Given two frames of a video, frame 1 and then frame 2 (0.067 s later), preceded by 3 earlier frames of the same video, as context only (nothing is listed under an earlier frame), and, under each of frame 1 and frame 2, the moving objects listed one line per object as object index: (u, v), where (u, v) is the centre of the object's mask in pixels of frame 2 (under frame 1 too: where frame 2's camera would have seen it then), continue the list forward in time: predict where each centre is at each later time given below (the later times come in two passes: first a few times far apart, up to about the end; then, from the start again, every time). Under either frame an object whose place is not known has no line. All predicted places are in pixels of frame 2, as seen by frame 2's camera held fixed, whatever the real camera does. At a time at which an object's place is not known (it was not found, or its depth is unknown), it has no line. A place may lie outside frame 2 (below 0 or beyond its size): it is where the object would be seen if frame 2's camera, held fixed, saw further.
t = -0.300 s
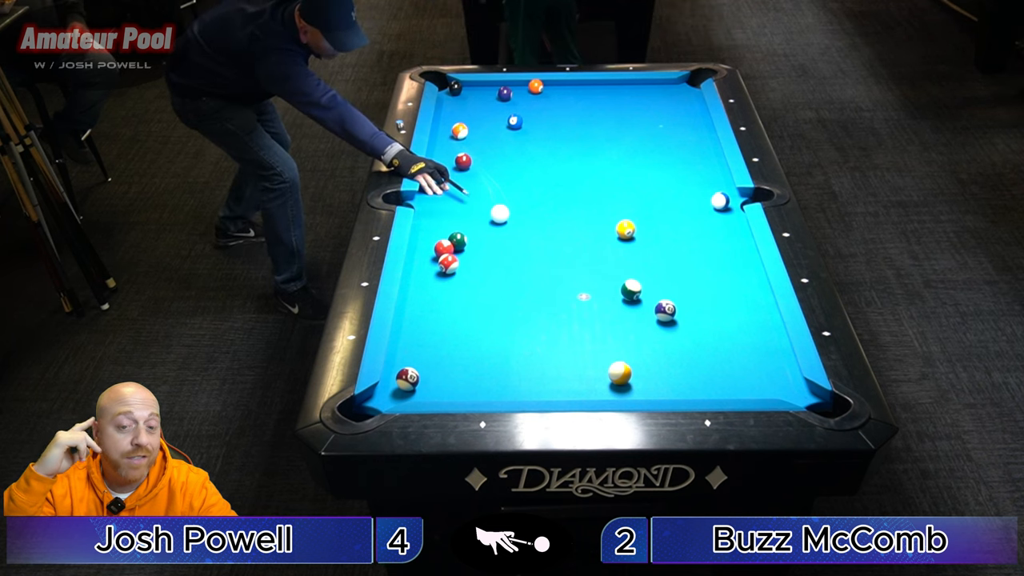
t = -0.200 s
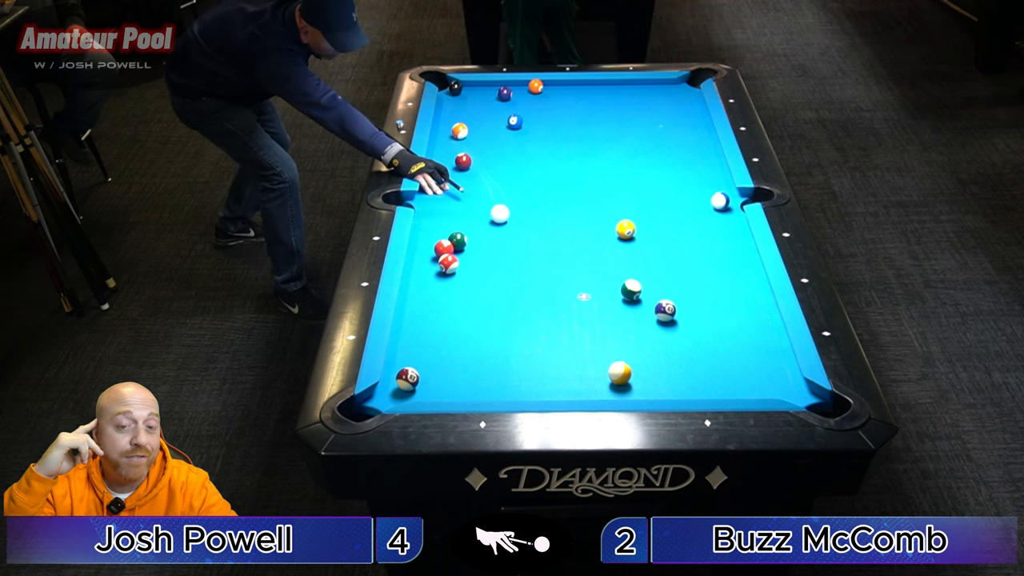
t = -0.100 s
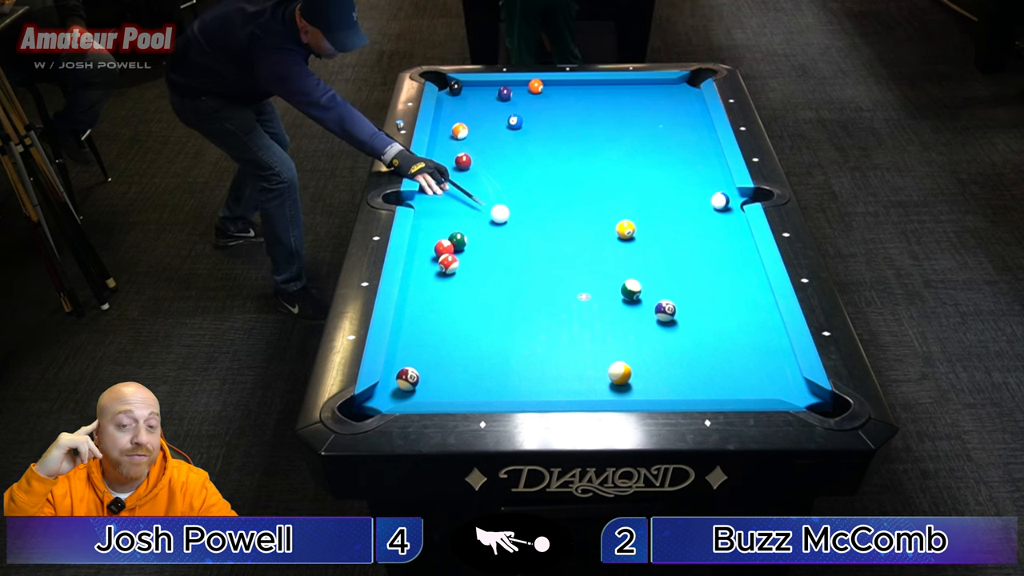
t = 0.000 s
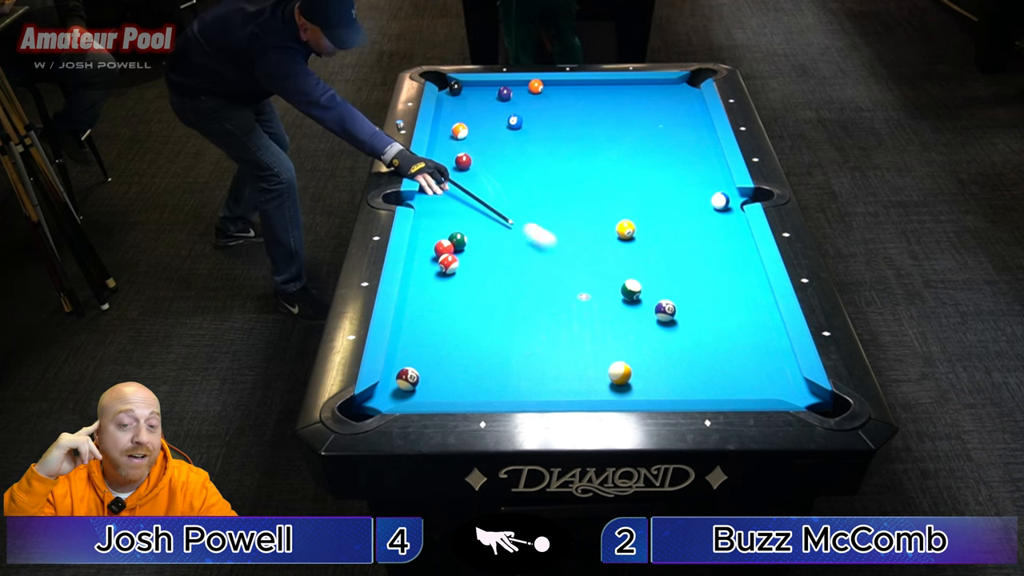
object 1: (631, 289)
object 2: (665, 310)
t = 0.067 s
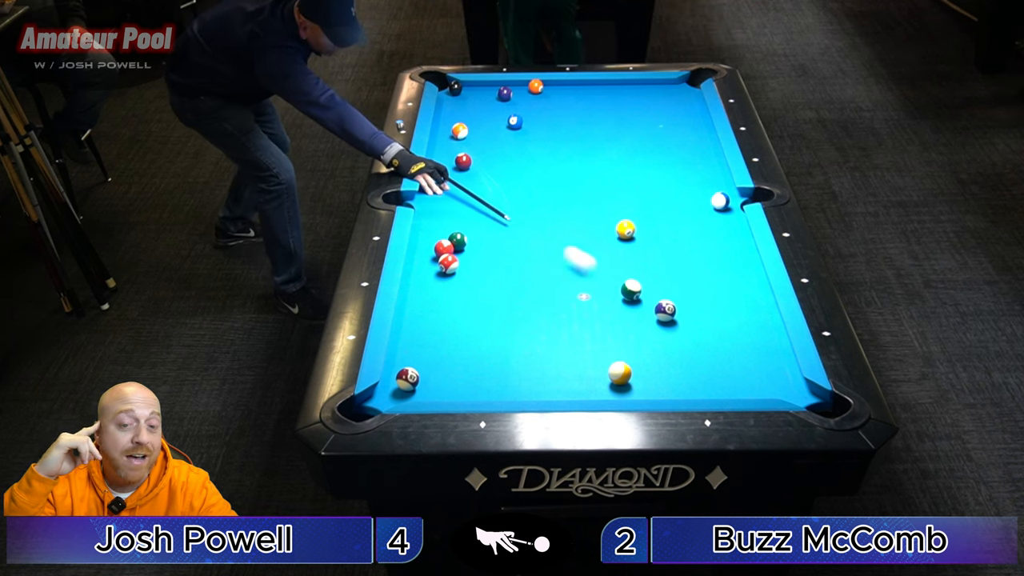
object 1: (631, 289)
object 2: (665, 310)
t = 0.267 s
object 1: (654, 302)
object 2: (729, 347)
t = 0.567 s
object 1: (662, 306)
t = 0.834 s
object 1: (667, 308)
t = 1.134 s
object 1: (671, 310)
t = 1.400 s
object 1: (673, 310)
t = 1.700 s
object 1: (673, 310)
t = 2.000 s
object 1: (673, 310)
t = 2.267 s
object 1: (673, 310)
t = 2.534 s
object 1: (673, 310)
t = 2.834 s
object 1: (672, 310)
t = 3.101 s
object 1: (672, 310)
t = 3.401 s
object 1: (672, 310)
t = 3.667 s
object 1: (673, 310)
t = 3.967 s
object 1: (672, 310)
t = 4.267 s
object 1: (673, 310)
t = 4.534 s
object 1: (672, 310)
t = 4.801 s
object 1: (673, 310)
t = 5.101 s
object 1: (672, 310)
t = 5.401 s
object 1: (672, 310)
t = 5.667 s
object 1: (673, 310)
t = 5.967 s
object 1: (673, 310)
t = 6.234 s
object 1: (672, 310)
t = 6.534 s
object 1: (672, 310)
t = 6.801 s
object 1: (672, 310)
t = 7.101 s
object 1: (673, 310)
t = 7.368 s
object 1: (673, 310)
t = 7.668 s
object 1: (673, 310)
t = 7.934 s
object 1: (673, 310)
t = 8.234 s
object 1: (673, 310)
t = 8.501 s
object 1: (673, 310)
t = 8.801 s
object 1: (673, 310)
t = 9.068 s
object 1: (673, 310)
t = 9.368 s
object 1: (673, 310)
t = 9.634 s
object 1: (673, 310)
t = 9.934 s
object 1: (673, 310)
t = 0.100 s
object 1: (631, 290)
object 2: (665, 310)
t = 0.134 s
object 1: (636, 289)
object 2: (665, 310)
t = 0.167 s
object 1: (651, 300)
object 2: (668, 311)
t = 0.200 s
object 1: (652, 301)
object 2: (689, 328)
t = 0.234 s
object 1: (653, 302)
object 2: (710, 336)
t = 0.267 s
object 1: (654, 302)
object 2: (729, 347)
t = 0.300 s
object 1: (655, 303)
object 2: (745, 358)
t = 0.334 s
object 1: (656, 303)
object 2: (765, 370)
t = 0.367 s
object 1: (657, 303)
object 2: (784, 382)
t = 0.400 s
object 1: (658, 304)
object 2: (806, 393)
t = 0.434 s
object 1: (659, 304)
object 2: (821, 404)
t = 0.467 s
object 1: (660, 305)
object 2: (830, 411)
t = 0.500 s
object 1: (660, 305)
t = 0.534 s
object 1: (661, 305)
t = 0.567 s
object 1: (662, 306)
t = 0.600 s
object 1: (663, 306)
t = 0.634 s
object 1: (663, 306)
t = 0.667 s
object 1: (664, 307)
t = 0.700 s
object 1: (665, 307)
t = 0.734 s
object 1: (665, 308)
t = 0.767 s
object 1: (666, 308)
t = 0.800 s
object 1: (666, 308)
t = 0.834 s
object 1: (667, 308)
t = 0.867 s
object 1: (667, 308)
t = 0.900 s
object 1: (668, 309)
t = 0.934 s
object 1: (668, 309)
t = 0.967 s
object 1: (669, 309)
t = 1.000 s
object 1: (669, 309)
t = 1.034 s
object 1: (670, 309)
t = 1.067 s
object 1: (670, 309)
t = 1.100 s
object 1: (670, 310)
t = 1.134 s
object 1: (671, 310)
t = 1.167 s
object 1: (671, 310)
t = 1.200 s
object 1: (671, 310)
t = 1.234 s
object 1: (672, 310)
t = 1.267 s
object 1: (672, 310)
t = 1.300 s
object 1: (672, 310)
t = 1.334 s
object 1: (673, 310)
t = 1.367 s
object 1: (673, 310)
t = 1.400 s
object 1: (673, 310)
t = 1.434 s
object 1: (673, 310)
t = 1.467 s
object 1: (673, 310)
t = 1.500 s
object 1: (673, 310)
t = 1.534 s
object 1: (673, 310)
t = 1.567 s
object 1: (673, 310)
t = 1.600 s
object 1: (673, 310)
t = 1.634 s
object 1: (673, 310)
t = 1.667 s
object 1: (673, 310)
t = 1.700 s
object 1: (673, 310)
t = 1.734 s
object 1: (673, 310)
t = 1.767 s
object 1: (673, 310)
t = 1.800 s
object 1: (673, 310)
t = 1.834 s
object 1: (673, 310)
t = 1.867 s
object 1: (673, 310)
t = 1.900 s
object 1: (673, 310)
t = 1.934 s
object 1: (673, 310)
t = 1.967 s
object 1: (673, 310)
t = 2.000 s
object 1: (673, 310)
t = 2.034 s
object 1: (673, 310)
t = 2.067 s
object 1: (672, 310)
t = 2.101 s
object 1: (672, 310)
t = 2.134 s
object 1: (672, 310)
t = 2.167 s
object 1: (672, 310)
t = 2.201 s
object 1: (672, 310)
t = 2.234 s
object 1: (672, 310)
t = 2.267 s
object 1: (673, 310)
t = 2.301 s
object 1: (673, 310)
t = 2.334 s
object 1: (672, 310)
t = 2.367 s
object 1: (672, 310)
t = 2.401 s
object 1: (672, 310)
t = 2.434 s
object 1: (673, 310)
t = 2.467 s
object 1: (672, 310)
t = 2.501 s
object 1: (672, 310)
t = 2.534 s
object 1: (673, 310)
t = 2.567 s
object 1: (672, 310)
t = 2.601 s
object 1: (673, 310)
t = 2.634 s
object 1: (673, 310)
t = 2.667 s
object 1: (673, 310)
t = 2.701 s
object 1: (673, 310)
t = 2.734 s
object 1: (672, 310)
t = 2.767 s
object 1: (672, 310)
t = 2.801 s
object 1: (672, 310)
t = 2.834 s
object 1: (672, 310)
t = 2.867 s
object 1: (672, 310)
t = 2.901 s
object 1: (672, 310)
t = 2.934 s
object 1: (673, 310)
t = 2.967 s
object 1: (673, 310)
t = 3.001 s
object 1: (673, 310)
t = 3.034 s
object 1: (673, 310)
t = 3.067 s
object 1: (673, 310)
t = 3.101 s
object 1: (672, 310)
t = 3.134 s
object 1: (673, 310)
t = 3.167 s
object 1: (672, 310)
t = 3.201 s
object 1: (673, 310)
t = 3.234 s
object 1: (672, 310)
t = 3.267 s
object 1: (673, 310)
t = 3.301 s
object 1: (672, 310)
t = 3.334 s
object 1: (672, 310)
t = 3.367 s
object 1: (672, 310)
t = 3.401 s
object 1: (672, 310)
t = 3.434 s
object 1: (672, 310)
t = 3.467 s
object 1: (672, 310)
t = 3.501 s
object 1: (672, 310)
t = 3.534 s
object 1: (673, 310)
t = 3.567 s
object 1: (672, 310)
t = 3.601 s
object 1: (673, 310)
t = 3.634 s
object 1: (672, 310)
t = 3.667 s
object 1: (673, 310)
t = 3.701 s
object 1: (672, 310)
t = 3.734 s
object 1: (673, 310)
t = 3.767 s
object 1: (672, 310)
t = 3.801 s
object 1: (673, 310)
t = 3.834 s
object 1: (672, 310)
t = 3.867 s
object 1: (673, 310)
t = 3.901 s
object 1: (672, 310)
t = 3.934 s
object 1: (672, 310)
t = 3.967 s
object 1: (672, 310)
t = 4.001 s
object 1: (672, 310)
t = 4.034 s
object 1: (672, 310)
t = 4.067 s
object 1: (673, 310)
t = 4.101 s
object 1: (672, 310)
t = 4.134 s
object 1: (673, 310)
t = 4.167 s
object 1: (672, 310)
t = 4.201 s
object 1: (673, 310)
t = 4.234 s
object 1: (672, 310)
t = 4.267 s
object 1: (673, 310)
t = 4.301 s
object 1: (672, 310)
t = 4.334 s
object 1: (673, 310)
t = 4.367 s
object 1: (672, 310)
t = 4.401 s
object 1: (673, 310)
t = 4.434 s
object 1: (672, 310)
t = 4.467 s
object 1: (673, 310)
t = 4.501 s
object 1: (672, 310)
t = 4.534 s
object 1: (672, 310)
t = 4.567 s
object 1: (672, 310)
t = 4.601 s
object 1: (672, 310)
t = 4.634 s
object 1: (672, 310)
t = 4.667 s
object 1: (672, 310)
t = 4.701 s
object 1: (673, 310)
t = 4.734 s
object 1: (673, 310)
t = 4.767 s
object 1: (673, 310)
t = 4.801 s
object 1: (673, 310)
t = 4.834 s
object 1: (673, 310)
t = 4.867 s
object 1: (672, 310)
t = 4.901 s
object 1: (673, 310)
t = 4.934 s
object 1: (672, 310)
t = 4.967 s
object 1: (673, 310)
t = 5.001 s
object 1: (672, 310)
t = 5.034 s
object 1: (672, 310)
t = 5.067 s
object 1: (672, 310)
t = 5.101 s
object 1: (672, 310)
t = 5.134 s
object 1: (672, 310)
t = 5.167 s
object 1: (673, 310)
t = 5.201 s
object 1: (672, 310)
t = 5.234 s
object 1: (672, 310)
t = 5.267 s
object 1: (672, 310)
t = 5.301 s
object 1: (673, 310)
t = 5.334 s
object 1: (672, 310)
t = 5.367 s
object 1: (673, 310)
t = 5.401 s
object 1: (672, 310)
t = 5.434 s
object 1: (672, 310)
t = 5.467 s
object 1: (672, 310)
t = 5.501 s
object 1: (672, 310)
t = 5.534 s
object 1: (672, 310)
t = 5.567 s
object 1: (672, 310)
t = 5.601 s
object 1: (673, 310)
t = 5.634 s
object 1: (673, 310)
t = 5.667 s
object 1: (673, 310)
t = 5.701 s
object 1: (673, 310)
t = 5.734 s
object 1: (673, 310)
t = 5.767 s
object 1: (672, 310)
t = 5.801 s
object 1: (672, 310)
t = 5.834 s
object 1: (673, 310)
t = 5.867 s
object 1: (673, 310)
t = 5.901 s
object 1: (673, 310)
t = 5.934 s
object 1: (673, 310)
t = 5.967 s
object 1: (673, 310)
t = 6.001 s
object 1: (672, 310)
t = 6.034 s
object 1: (672, 310)
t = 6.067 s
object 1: (672, 310)
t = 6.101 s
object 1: (672, 310)
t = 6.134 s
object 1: (672, 310)
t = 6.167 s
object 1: (672, 310)
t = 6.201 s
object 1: (673, 310)
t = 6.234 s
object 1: (672, 310)
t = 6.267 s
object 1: (673, 310)
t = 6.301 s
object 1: (672, 310)
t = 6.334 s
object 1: (672, 310)
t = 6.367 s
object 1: (673, 310)
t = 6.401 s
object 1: (673, 310)
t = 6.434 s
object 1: (672, 310)
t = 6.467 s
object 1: (672, 310)
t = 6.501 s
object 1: (672, 310)
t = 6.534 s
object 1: (672, 310)
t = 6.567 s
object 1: (672, 310)
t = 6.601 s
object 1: (672, 310)
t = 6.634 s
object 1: (672, 310)
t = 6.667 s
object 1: (673, 310)
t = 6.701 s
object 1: (672, 310)
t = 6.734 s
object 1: (673, 310)
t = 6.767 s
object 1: (672, 310)
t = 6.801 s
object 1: (672, 310)
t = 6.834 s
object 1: (672, 310)
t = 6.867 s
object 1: (673, 310)
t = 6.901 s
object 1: (672, 310)
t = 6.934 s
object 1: (672, 310)
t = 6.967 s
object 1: (672, 310)
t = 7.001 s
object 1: (672, 310)
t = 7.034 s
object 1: (672, 310)
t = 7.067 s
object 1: (672, 310)
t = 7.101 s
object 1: (673, 310)
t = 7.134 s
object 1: (673, 310)
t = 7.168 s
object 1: (673, 310)
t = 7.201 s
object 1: (673, 310)
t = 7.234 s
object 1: (673, 310)
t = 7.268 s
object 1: (673, 310)
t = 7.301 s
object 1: (673, 310)
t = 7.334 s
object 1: (673, 310)
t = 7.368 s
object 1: (673, 310)
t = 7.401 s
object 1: (673, 310)
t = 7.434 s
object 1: (673, 310)
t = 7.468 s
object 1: (673, 310)
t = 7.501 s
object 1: (673, 310)
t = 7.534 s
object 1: (673, 310)
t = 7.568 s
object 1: (673, 310)
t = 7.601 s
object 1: (673, 310)
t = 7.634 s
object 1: (673, 310)
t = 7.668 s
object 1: (673, 310)
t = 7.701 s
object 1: (673, 310)
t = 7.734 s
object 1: (673, 310)
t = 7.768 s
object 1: (673, 310)
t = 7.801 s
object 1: (673, 310)
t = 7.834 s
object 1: (673, 310)
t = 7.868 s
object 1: (673, 310)
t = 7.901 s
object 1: (673, 310)
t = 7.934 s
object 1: (673, 310)
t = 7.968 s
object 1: (672, 310)
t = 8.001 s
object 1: (673, 310)
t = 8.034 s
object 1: (672, 310)
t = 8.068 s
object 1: (673, 310)
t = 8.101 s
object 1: (673, 310)
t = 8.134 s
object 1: (673, 310)
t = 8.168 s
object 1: (673, 310)
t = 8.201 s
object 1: (673, 310)
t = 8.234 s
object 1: (673, 310)
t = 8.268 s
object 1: (673, 310)
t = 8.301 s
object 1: (673, 310)
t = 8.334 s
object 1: (673, 310)
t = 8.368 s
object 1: (673, 310)
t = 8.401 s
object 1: (673, 310)
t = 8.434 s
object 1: (673, 310)
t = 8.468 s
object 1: (673, 310)
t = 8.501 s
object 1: (673, 310)
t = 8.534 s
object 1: (673, 310)
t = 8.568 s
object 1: (673, 310)
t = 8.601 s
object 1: (673, 310)
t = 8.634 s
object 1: (673, 310)
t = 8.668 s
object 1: (673, 310)
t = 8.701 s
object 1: (673, 310)
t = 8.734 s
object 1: (673, 310)
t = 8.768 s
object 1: (673, 310)
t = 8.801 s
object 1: (673, 310)
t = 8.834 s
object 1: (673, 310)
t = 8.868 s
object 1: (673, 310)
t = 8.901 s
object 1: (673, 310)
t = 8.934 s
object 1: (673, 310)
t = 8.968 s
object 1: (673, 310)
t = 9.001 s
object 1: (673, 310)
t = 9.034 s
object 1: (672, 310)
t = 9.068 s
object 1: (673, 310)
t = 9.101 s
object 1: (673, 310)
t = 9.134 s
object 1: (673, 310)
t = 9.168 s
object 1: (673, 310)
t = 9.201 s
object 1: (673, 310)
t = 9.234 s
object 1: (673, 310)
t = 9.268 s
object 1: (673, 310)
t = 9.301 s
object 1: (673, 310)
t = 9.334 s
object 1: (673, 310)
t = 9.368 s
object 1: (673, 310)
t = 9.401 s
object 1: (673, 310)
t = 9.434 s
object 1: (673, 310)
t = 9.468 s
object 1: (673, 310)
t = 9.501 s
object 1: (673, 310)
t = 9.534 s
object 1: (673, 310)
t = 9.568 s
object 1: (673, 310)
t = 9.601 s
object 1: (673, 310)
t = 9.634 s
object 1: (673, 310)
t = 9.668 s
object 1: (673, 310)
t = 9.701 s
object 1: (673, 310)
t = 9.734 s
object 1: (673, 310)
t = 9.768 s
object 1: (673, 310)
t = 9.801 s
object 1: (673, 310)
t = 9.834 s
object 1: (673, 310)
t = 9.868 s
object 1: (673, 310)
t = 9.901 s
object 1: (673, 310)
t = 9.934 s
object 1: (673, 310)
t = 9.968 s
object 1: (673, 310)
